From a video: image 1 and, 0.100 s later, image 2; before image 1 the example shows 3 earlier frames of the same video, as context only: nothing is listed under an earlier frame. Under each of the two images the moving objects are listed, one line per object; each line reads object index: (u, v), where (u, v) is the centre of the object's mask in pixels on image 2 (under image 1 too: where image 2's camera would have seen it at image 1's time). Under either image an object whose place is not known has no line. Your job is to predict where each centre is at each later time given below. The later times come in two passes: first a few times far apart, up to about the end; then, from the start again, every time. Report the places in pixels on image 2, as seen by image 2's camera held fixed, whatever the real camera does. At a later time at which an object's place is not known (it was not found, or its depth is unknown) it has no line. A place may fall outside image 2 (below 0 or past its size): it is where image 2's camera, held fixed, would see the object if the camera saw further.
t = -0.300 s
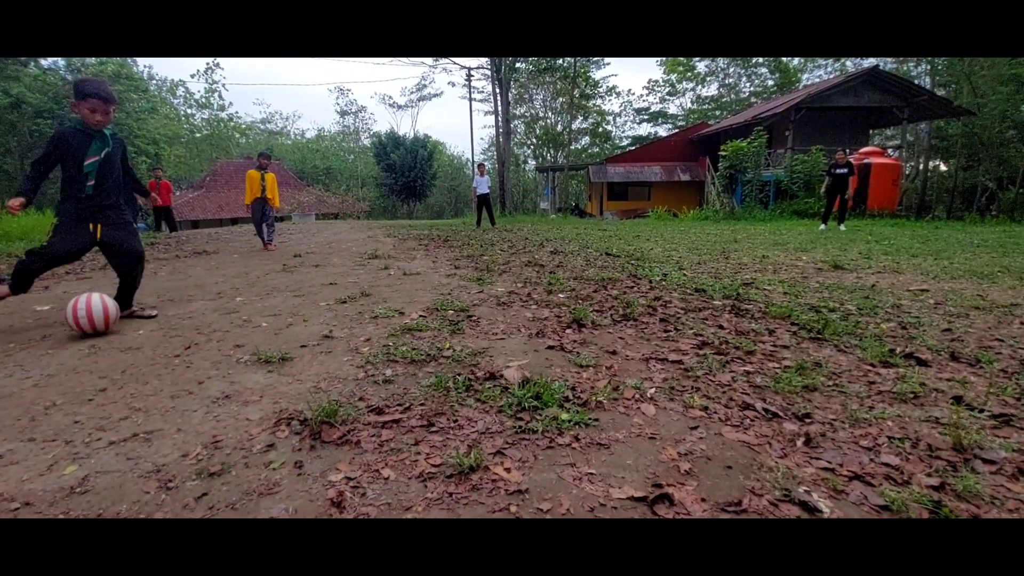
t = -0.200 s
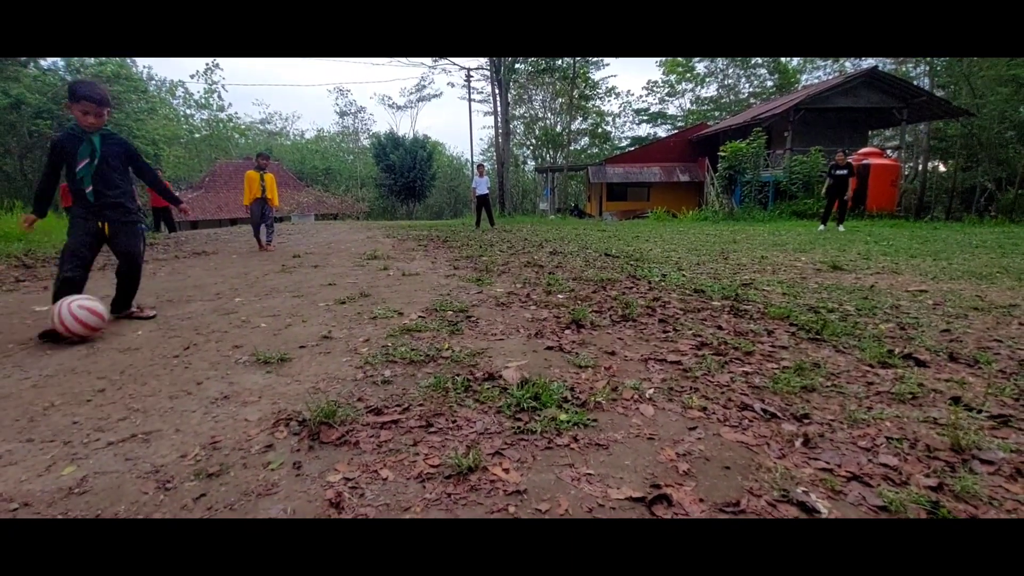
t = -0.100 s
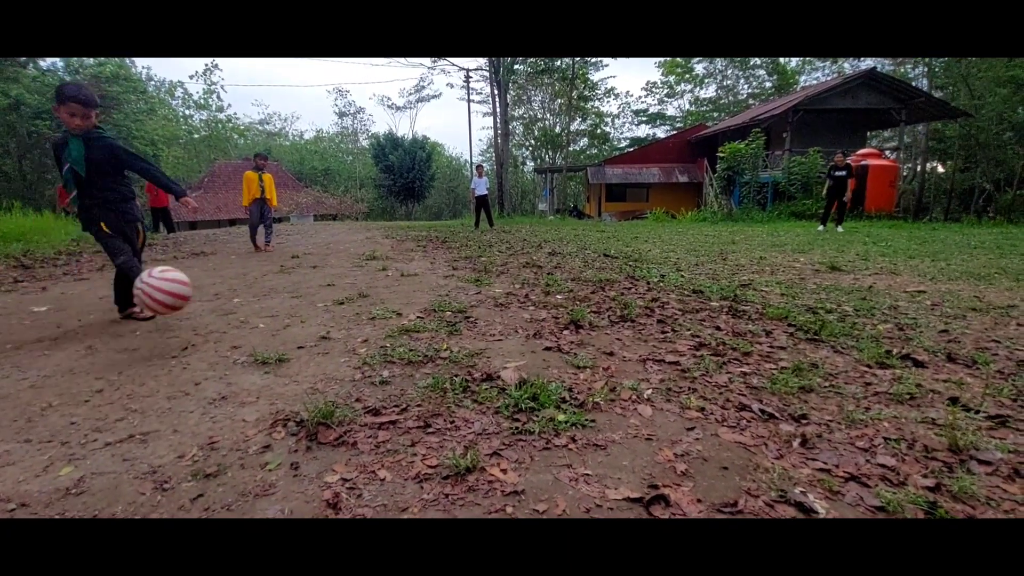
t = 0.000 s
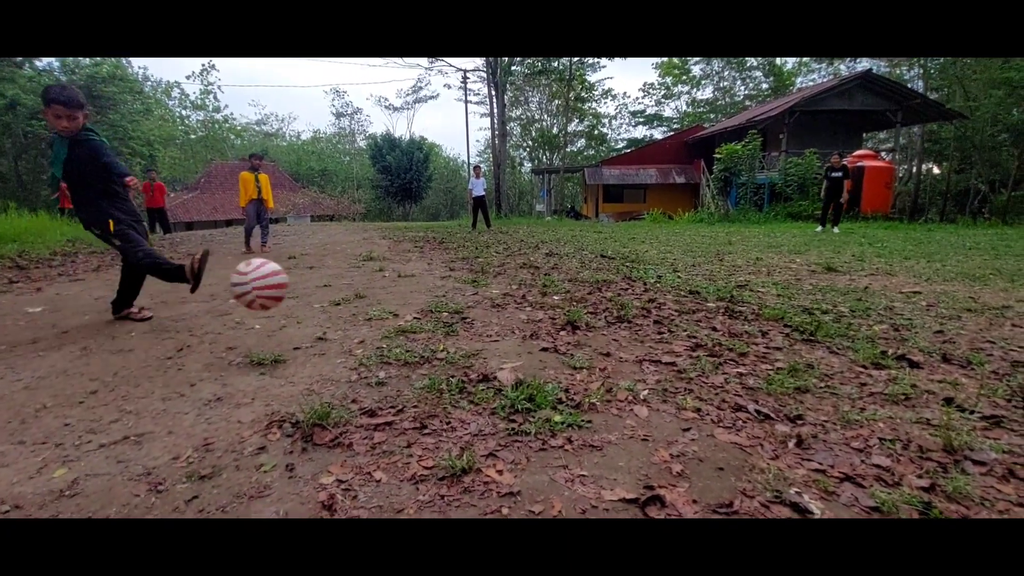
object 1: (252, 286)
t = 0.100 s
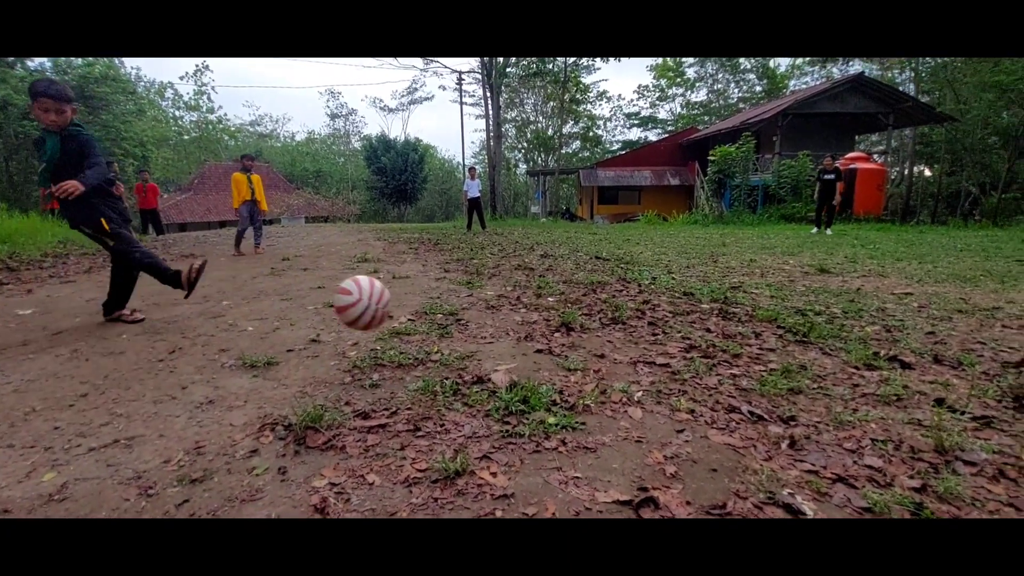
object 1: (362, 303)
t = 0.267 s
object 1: (526, 335)
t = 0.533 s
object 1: (720, 359)
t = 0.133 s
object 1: (400, 314)
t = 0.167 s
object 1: (438, 328)
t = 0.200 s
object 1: (477, 345)
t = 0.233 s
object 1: (504, 344)
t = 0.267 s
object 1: (526, 335)
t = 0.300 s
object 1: (549, 328)
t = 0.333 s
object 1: (572, 324)
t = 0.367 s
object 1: (596, 323)
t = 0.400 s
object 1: (620, 324)
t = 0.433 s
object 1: (644, 328)
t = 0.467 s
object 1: (668, 335)
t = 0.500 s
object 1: (694, 345)
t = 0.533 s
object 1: (720, 359)
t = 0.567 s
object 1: (746, 375)
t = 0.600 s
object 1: (773, 375)
